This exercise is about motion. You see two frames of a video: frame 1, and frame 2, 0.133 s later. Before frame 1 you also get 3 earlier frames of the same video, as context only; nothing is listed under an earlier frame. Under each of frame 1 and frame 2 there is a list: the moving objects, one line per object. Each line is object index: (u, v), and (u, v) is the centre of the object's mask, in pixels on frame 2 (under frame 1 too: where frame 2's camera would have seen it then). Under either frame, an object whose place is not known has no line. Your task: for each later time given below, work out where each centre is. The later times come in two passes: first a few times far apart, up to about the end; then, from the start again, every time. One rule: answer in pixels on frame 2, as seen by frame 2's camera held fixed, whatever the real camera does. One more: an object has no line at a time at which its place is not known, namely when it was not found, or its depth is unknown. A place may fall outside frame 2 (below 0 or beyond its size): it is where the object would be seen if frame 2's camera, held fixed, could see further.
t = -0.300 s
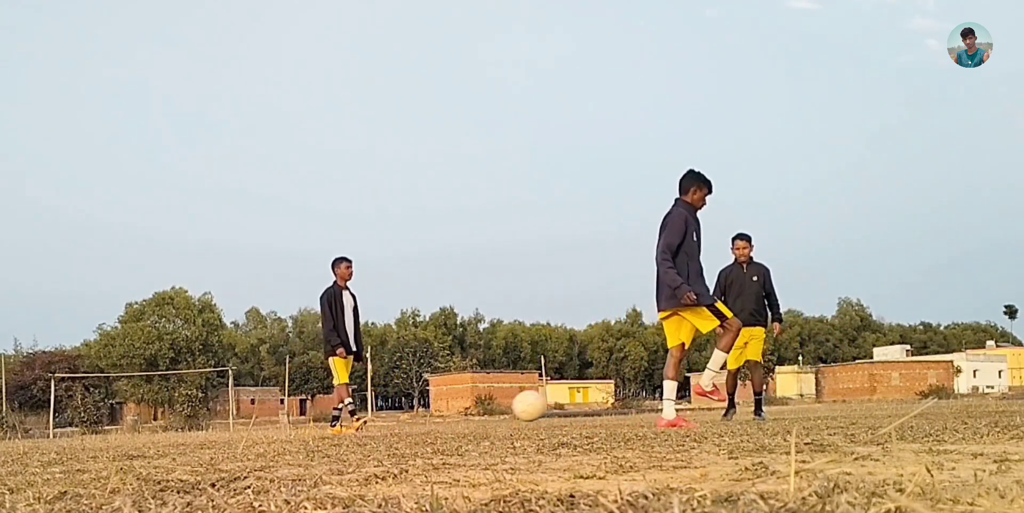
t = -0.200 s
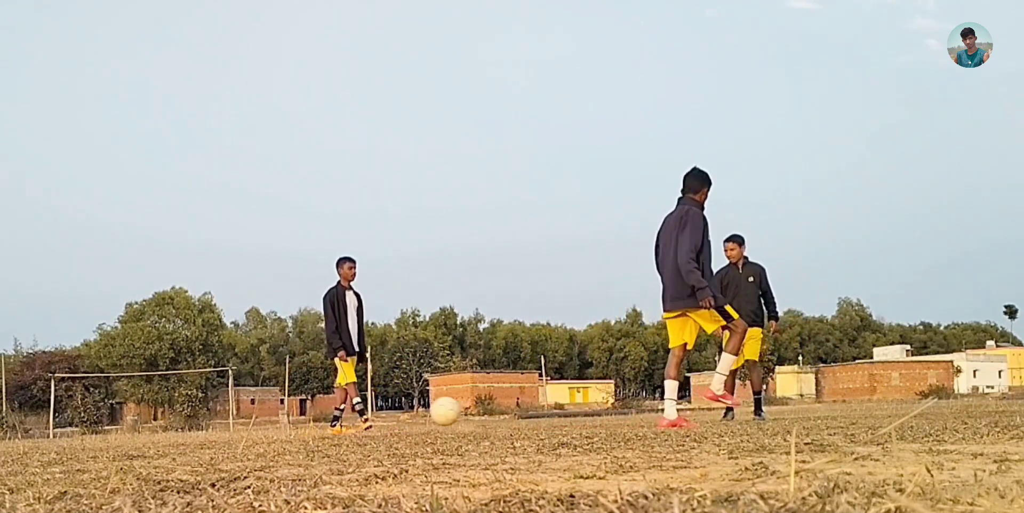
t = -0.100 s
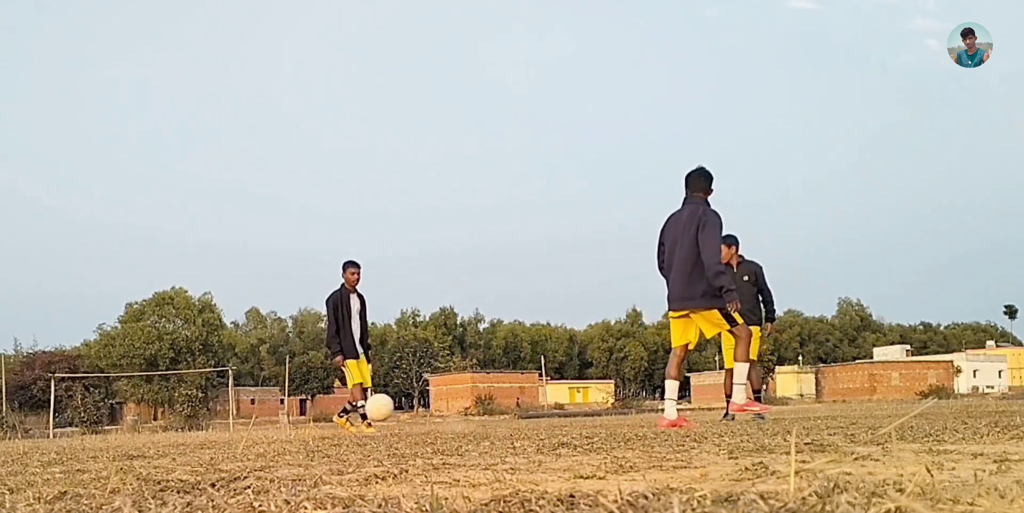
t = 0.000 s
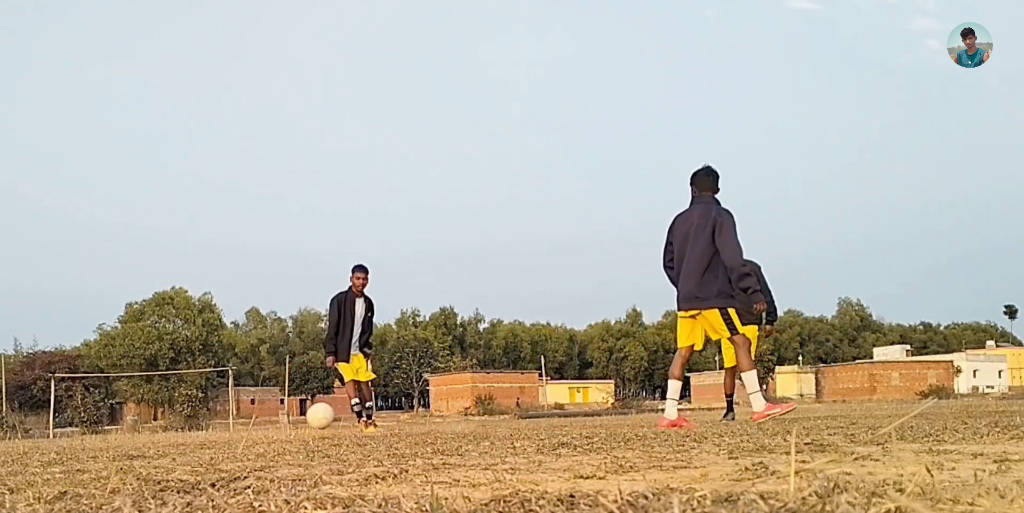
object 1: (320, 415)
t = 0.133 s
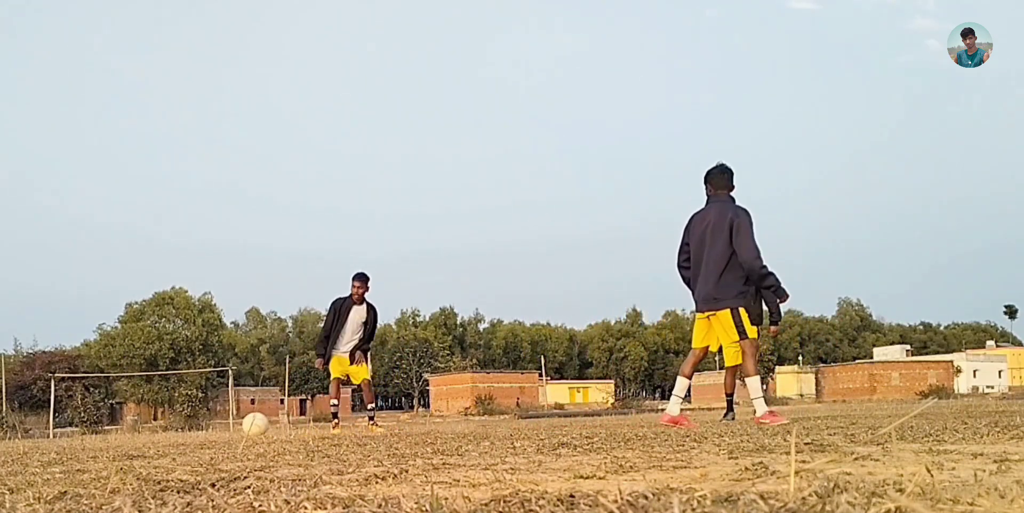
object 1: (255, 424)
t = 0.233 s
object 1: (218, 423)
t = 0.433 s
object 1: (156, 423)
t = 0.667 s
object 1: (95, 430)
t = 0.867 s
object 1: (48, 432)
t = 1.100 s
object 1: (4, 435)
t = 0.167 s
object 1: (241, 425)
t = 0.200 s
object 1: (230, 424)
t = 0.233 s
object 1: (218, 423)
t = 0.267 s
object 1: (207, 423)
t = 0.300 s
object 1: (196, 425)
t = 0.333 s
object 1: (185, 428)
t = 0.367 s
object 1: (175, 426)
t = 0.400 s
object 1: (166, 424)
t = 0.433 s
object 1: (156, 423)
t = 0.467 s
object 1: (147, 423)
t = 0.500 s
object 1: (138, 425)
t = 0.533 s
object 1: (129, 428)
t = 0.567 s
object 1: (120, 429)
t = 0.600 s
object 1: (112, 429)
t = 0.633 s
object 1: (103, 428)
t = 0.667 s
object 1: (95, 430)
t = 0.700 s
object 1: (87, 431)
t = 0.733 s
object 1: (79, 431)
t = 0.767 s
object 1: (71, 430)
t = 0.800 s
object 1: (63, 429)
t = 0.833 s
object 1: (55, 430)
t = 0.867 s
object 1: (48, 432)
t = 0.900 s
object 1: (40, 434)
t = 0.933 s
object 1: (33, 434)
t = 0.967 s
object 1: (27, 435)
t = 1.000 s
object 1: (19, 434)
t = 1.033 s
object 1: (12, 434)
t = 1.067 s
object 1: (8, 435)
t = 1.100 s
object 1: (4, 435)
